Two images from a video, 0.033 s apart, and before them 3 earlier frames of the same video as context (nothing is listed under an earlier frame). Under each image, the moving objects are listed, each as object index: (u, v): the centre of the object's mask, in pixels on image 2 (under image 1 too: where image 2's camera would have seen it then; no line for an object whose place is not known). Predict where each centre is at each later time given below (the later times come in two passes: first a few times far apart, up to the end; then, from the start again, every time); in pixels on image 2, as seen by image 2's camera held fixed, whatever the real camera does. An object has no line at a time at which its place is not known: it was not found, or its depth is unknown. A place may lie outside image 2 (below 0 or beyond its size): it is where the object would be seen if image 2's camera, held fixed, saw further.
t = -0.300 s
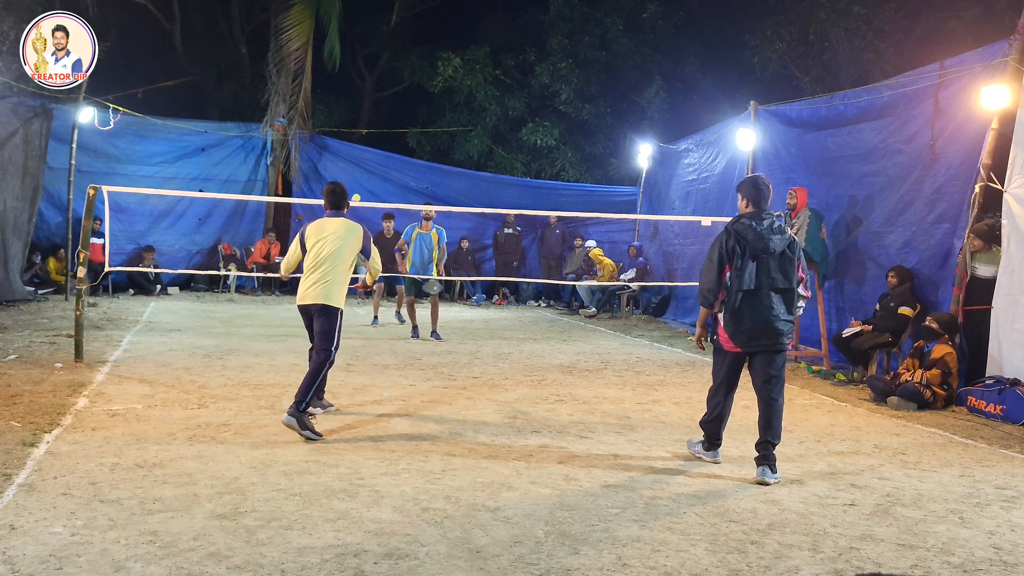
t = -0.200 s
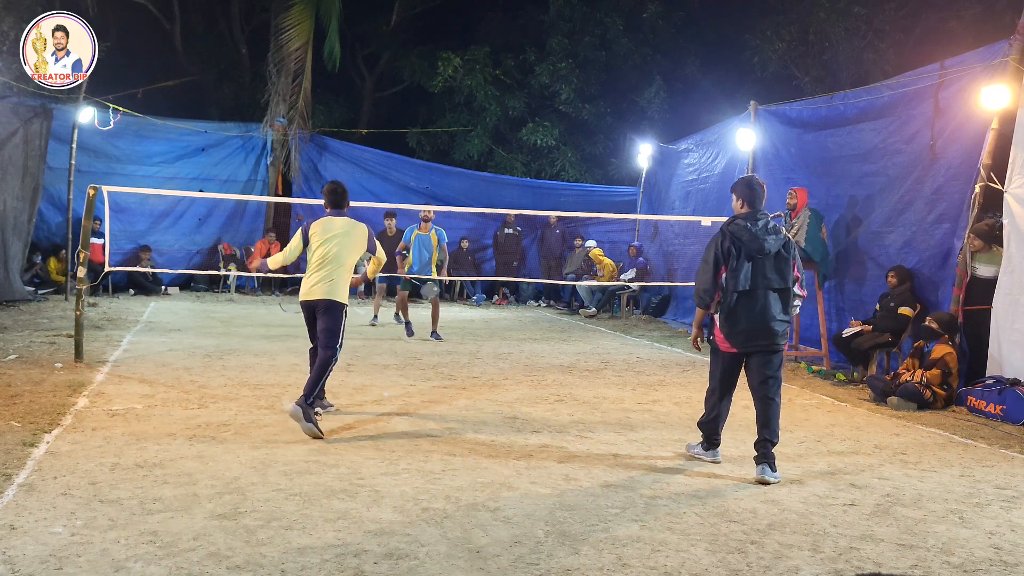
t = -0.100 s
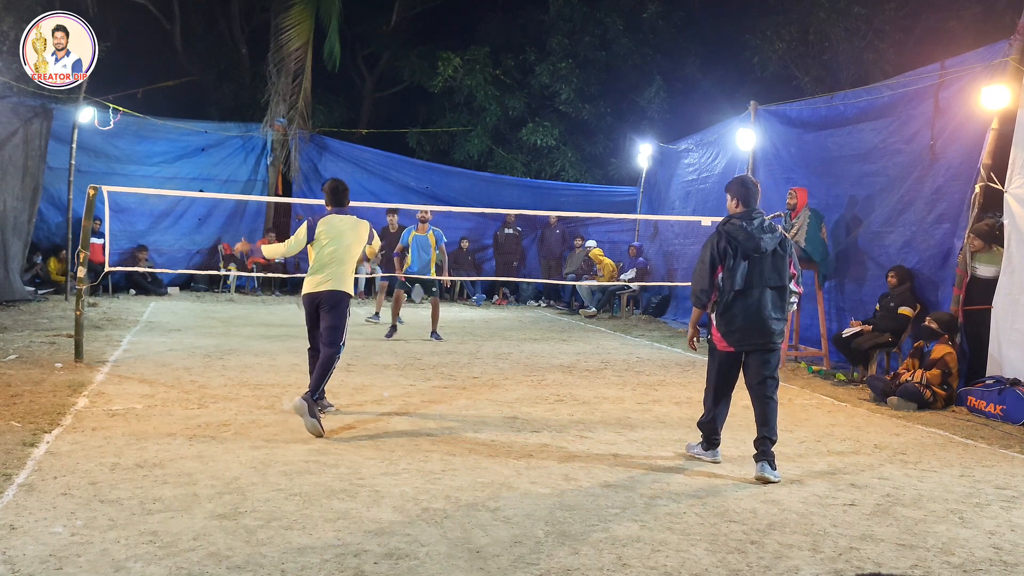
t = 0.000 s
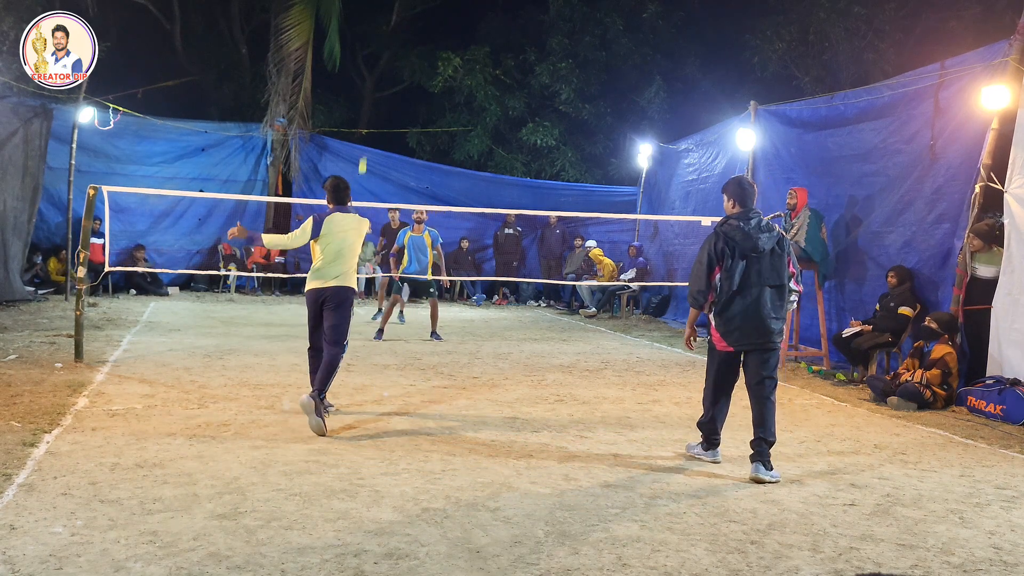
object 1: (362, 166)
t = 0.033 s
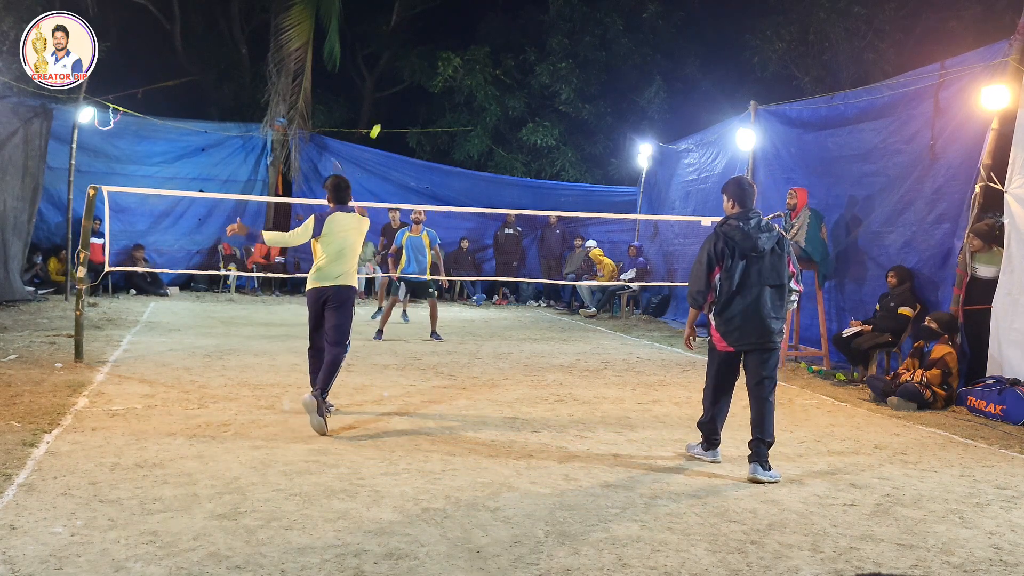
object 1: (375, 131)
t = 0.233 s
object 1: (424, 35)
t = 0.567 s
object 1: (457, 19)
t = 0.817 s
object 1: (470, 57)
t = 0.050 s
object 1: (382, 118)
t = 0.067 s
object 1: (389, 105)
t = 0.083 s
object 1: (393, 95)
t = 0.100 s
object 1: (398, 85)
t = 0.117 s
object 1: (402, 75)
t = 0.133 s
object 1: (406, 68)
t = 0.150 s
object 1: (409, 61)
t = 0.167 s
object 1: (413, 55)
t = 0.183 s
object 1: (416, 49)
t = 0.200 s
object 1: (419, 44)
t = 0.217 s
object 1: (422, 39)
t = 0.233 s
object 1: (424, 35)
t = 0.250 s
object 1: (427, 32)
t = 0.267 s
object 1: (429, 28)
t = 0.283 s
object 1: (431, 26)
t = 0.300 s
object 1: (434, 23)
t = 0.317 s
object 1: (436, 21)
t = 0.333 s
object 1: (438, 19)
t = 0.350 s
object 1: (440, 18)
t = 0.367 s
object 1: (441, 16)
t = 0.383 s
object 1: (443, 15)
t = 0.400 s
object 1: (444, 15)
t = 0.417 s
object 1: (446, 14)
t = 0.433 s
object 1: (447, 14)
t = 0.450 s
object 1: (449, 14)
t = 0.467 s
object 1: (450, 14)
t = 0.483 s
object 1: (451, 15)
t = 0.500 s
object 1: (453, 15)
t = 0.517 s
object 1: (454, 16)
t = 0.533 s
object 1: (455, 17)
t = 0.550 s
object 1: (456, 18)
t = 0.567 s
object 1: (457, 19)
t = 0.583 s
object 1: (458, 21)
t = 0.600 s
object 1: (459, 22)
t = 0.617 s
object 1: (460, 24)
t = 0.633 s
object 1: (461, 26)
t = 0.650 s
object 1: (462, 28)
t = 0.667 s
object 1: (463, 31)
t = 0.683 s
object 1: (464, 33)
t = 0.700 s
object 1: (465, 35)
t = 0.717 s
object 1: (466, 38)
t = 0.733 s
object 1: (467, 41)
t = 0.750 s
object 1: (468, 44)
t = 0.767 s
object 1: (468, 47)
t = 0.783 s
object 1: (469, 50)
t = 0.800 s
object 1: (470, 53)
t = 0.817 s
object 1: (470, 57)
